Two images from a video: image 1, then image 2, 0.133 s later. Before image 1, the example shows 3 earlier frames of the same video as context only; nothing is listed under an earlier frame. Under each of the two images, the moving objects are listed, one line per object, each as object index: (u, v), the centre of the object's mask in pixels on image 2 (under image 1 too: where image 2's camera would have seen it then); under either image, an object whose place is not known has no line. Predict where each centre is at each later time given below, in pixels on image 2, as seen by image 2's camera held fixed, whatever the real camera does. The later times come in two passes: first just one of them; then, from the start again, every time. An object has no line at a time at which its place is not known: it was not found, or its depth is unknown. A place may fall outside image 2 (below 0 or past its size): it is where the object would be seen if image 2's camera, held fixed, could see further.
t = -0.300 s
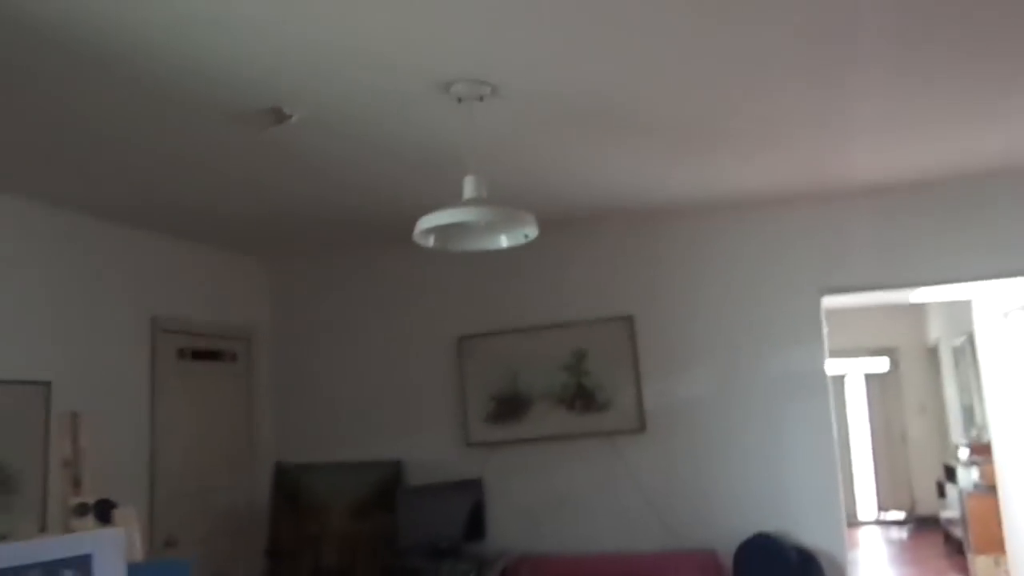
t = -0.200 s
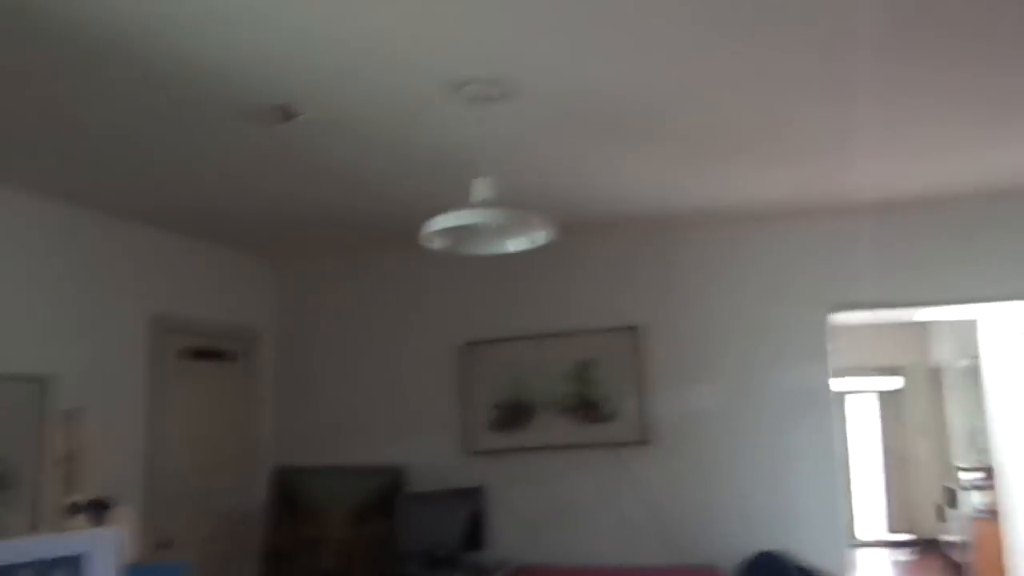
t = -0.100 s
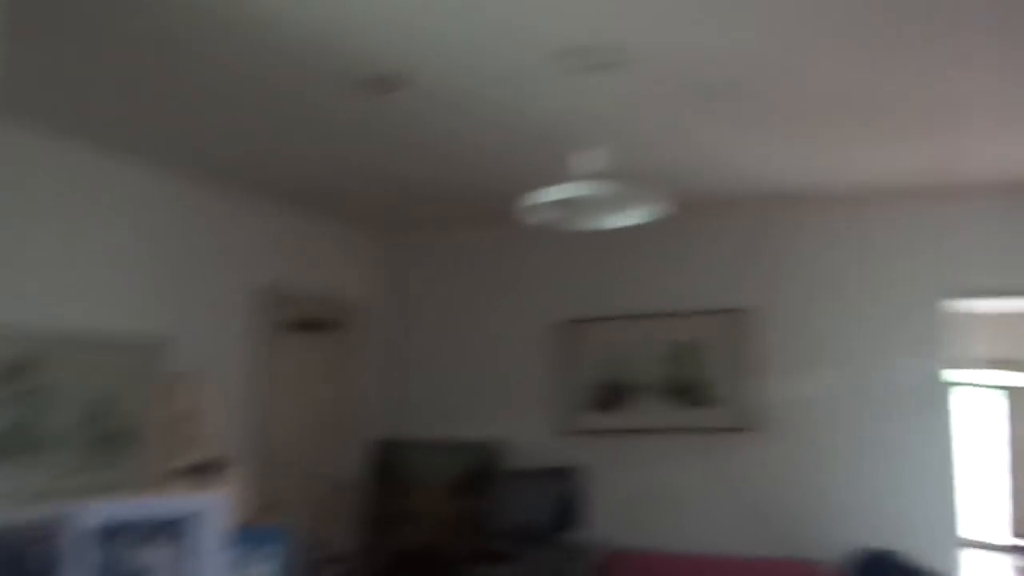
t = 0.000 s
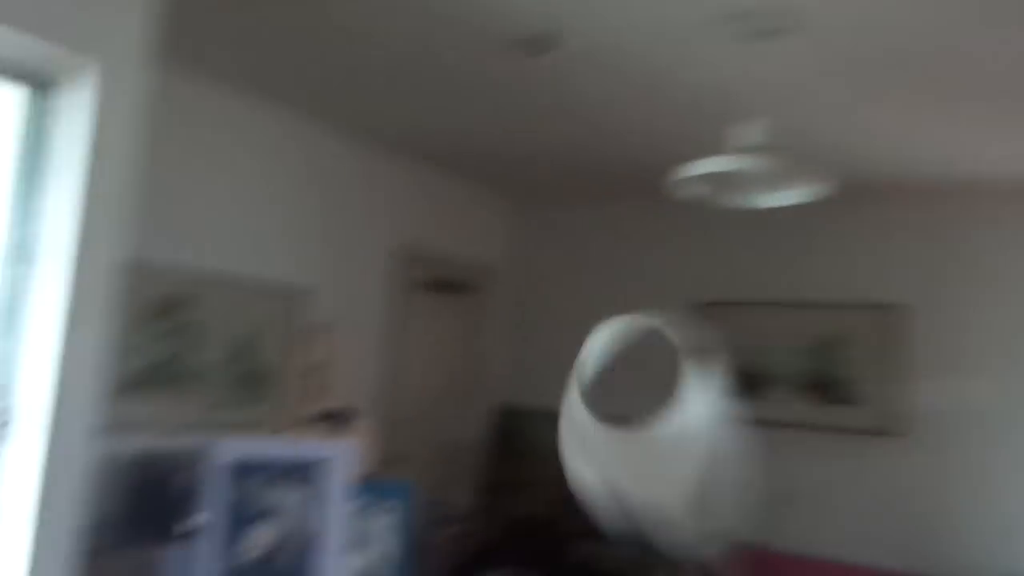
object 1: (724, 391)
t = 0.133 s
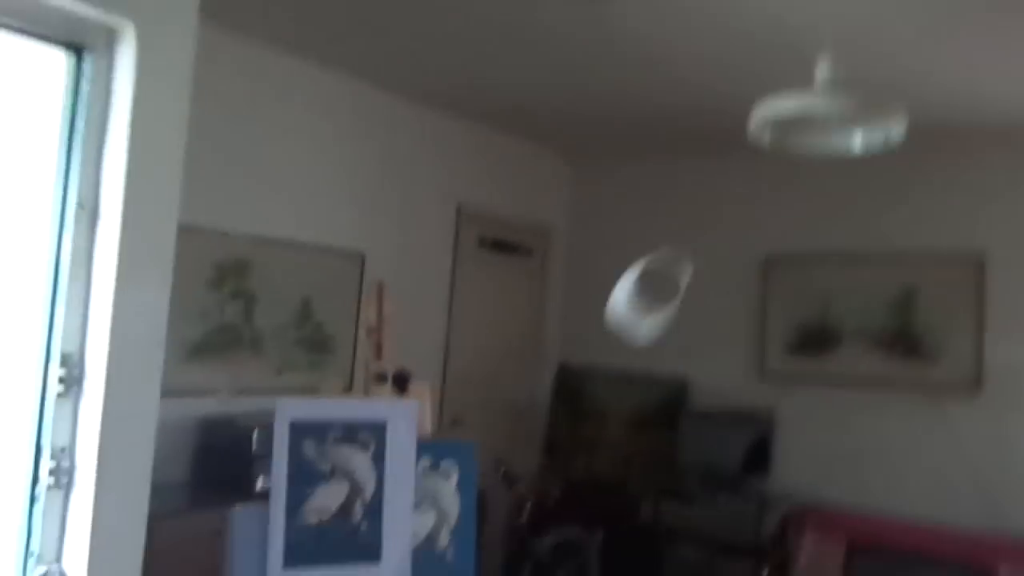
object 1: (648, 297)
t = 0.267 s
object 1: (736, 238)
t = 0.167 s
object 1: (662, 284)
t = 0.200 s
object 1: (684, 269)
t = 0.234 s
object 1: (708, 255)
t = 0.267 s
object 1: (736, 238)
